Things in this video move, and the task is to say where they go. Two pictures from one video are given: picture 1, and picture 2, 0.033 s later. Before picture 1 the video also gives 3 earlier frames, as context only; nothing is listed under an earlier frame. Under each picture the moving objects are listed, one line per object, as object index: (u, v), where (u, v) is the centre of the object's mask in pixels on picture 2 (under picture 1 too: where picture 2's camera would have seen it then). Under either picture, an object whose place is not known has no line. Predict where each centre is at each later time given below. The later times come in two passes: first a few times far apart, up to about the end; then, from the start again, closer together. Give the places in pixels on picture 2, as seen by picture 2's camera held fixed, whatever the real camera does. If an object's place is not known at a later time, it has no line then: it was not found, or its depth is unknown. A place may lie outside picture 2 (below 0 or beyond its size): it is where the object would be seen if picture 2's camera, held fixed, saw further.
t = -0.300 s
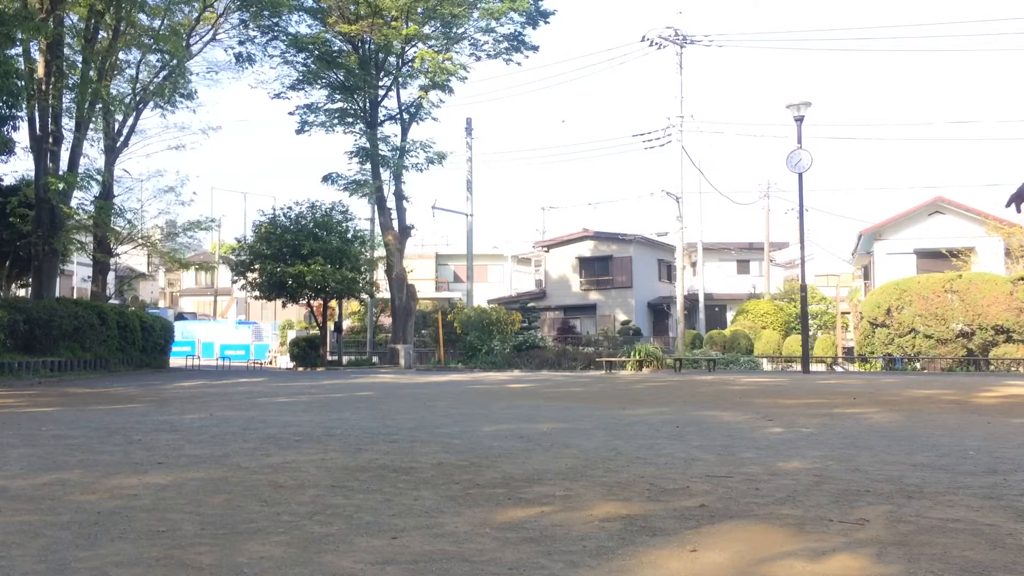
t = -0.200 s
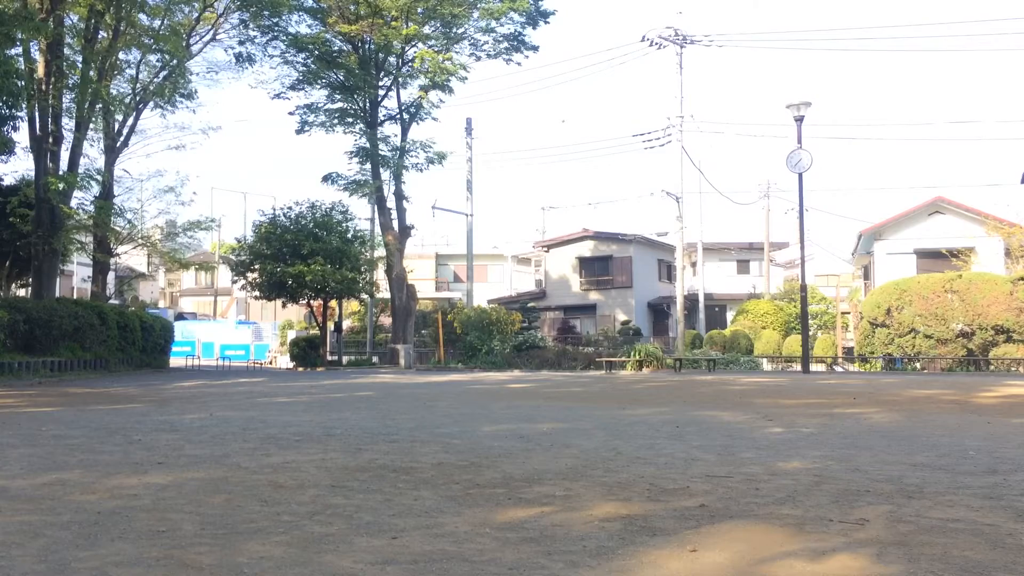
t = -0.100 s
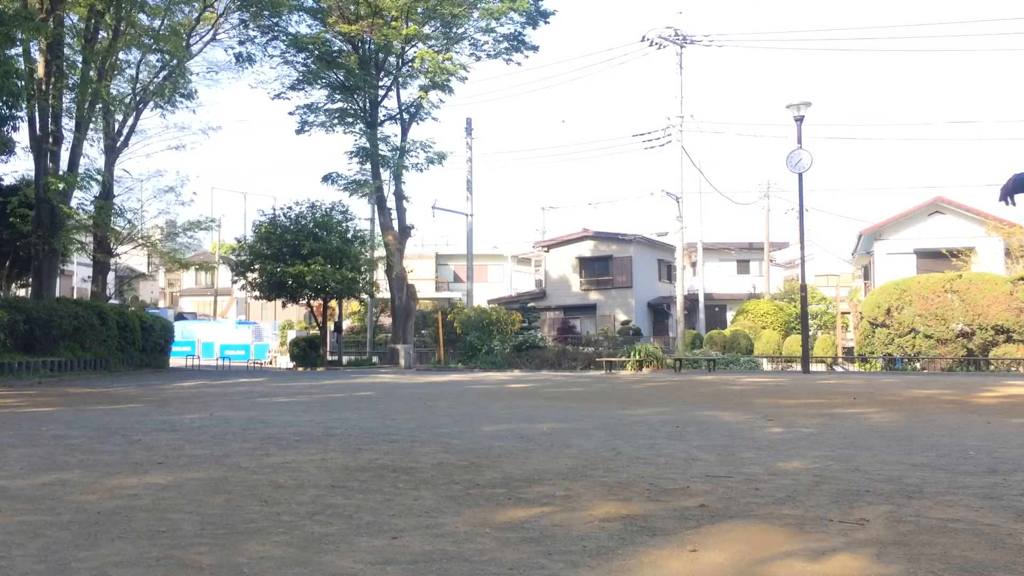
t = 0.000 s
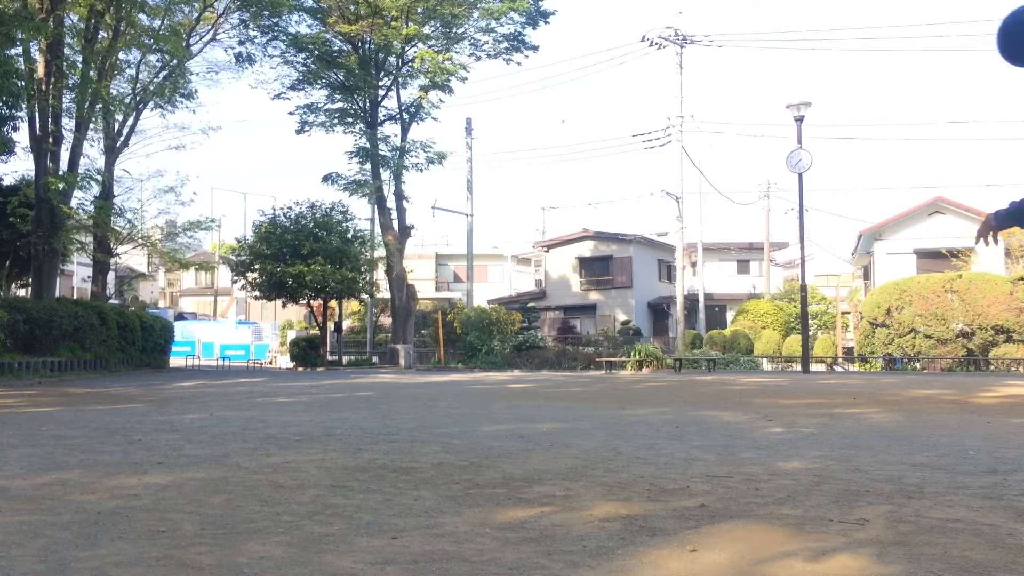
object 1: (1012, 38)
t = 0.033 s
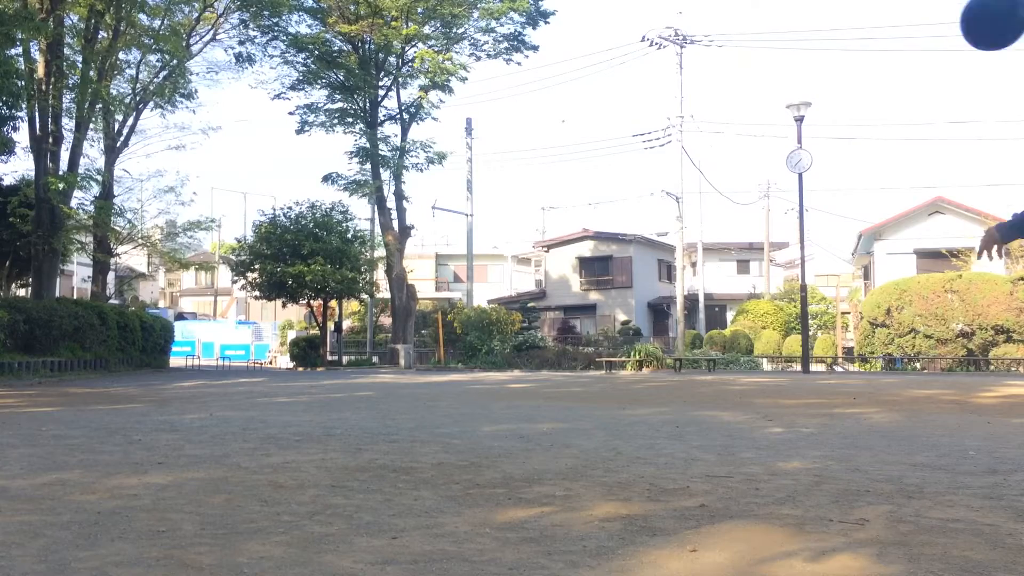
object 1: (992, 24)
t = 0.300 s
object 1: (734, 12)
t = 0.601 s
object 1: (509, 176)
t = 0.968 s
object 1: (318, 341)
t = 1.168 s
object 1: (255, 232)
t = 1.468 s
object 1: (162, 225)
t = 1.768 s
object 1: (69, 400)
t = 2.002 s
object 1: (9, 327)
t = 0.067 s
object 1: (957, 16)
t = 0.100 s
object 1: (922, 11)
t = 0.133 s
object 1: (887, 8)
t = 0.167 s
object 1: (854, 7)
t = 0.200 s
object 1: (822, 7)
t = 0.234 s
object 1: (792, 7)
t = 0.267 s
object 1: (763, 9)
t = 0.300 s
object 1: (734, 12)
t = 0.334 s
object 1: (707, 17)
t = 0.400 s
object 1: (653, 38)
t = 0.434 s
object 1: (627, 55)
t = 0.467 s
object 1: (602, 75)
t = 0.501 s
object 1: (578, 97)
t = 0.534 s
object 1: (555, 122)
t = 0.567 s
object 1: (532, 148)
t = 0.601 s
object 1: (509, 176)
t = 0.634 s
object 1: (488, 207)
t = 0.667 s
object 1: (467, 239)
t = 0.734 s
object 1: (425, 310)
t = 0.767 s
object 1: (406, 347)
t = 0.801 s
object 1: (386, 388)
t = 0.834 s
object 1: (366, 431)
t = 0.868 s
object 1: (352, 426)
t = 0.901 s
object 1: (341, 395)
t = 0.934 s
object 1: (330, 366)
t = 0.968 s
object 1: (318, 341)
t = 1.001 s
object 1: (308, 317)
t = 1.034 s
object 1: (297, 295)
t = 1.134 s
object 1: (266, 244)
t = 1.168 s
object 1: (255, 232)
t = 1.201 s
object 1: (244, 222)
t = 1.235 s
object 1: (233, 214)
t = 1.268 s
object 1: (223, 210)
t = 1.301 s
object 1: (212, 207)
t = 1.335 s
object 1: (202, 207)
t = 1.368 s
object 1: (192, 208)
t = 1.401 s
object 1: (182, 211)
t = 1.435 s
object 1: (172, 217)
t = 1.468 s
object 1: (162, 225)
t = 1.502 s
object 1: (151, 235)
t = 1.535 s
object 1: (140, 249)
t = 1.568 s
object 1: (131, 263)
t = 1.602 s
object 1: (120, 281)
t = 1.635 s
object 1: (110, 300)
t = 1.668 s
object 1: (99, 321)
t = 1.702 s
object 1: (90, 346)
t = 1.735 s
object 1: (79, 372)
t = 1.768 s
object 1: (69, 400)
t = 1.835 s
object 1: (48, 414)
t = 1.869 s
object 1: (37, 393)
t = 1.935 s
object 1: (19, 356)
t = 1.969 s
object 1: (14, 341)
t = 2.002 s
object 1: (9, 327)
